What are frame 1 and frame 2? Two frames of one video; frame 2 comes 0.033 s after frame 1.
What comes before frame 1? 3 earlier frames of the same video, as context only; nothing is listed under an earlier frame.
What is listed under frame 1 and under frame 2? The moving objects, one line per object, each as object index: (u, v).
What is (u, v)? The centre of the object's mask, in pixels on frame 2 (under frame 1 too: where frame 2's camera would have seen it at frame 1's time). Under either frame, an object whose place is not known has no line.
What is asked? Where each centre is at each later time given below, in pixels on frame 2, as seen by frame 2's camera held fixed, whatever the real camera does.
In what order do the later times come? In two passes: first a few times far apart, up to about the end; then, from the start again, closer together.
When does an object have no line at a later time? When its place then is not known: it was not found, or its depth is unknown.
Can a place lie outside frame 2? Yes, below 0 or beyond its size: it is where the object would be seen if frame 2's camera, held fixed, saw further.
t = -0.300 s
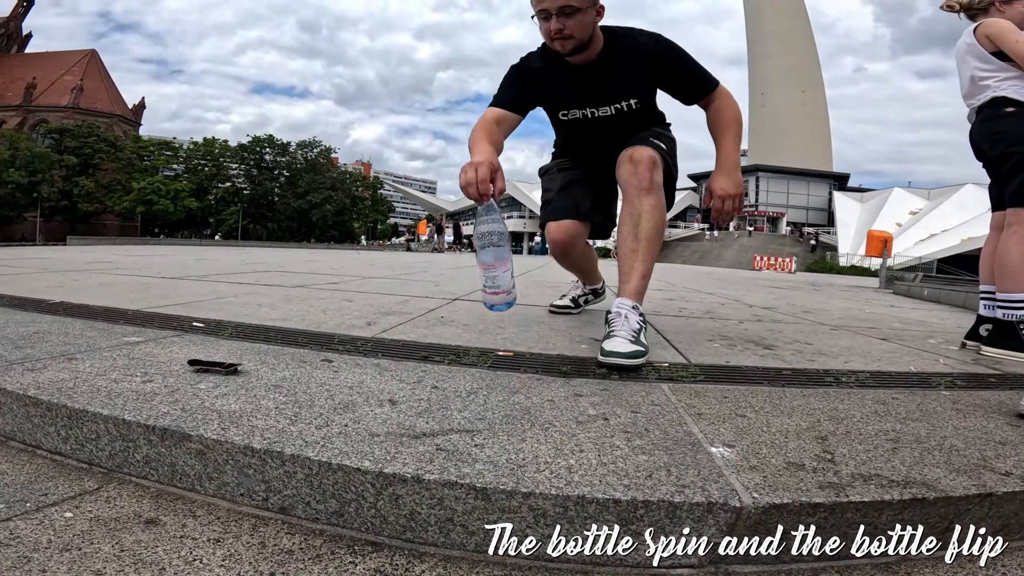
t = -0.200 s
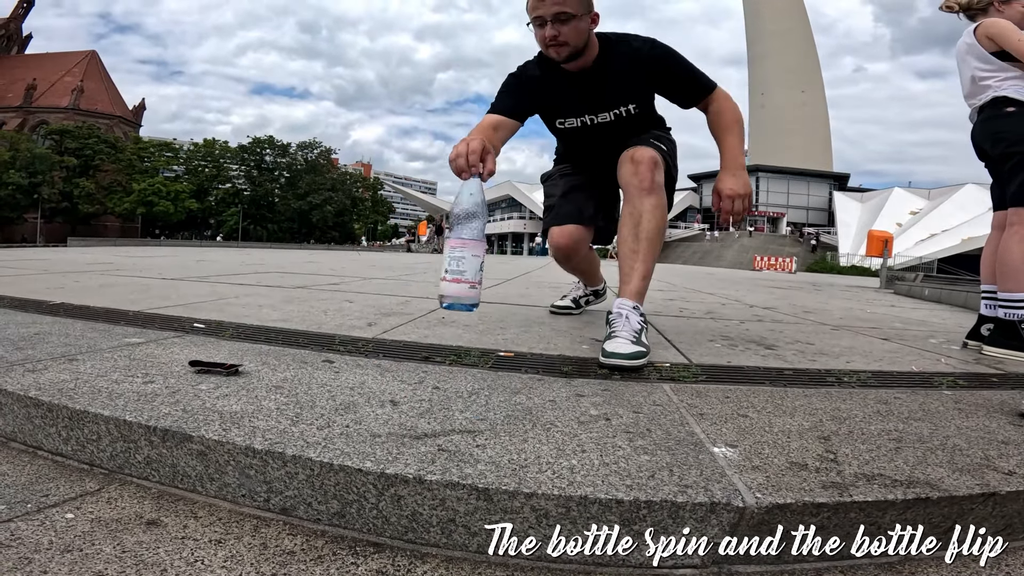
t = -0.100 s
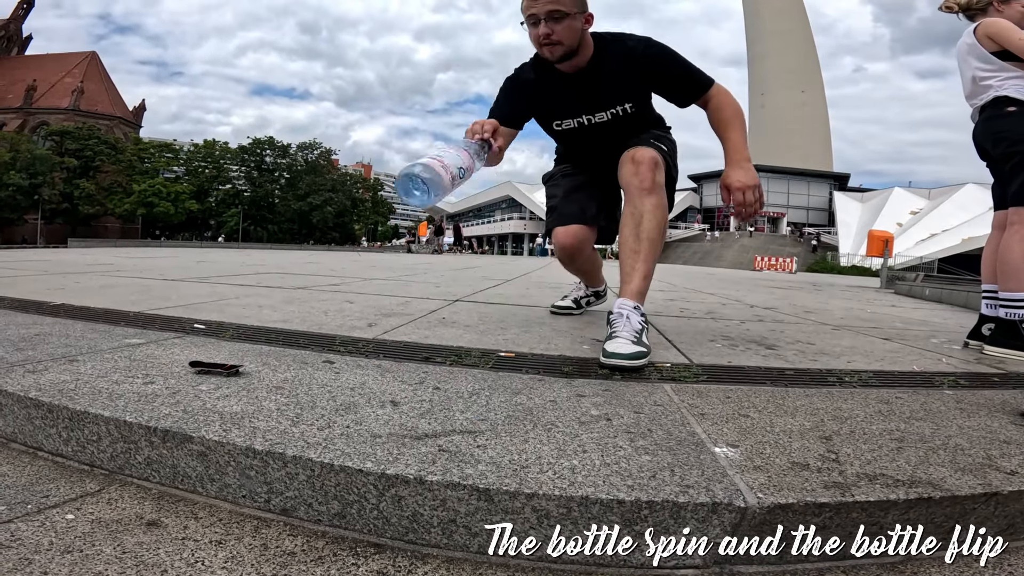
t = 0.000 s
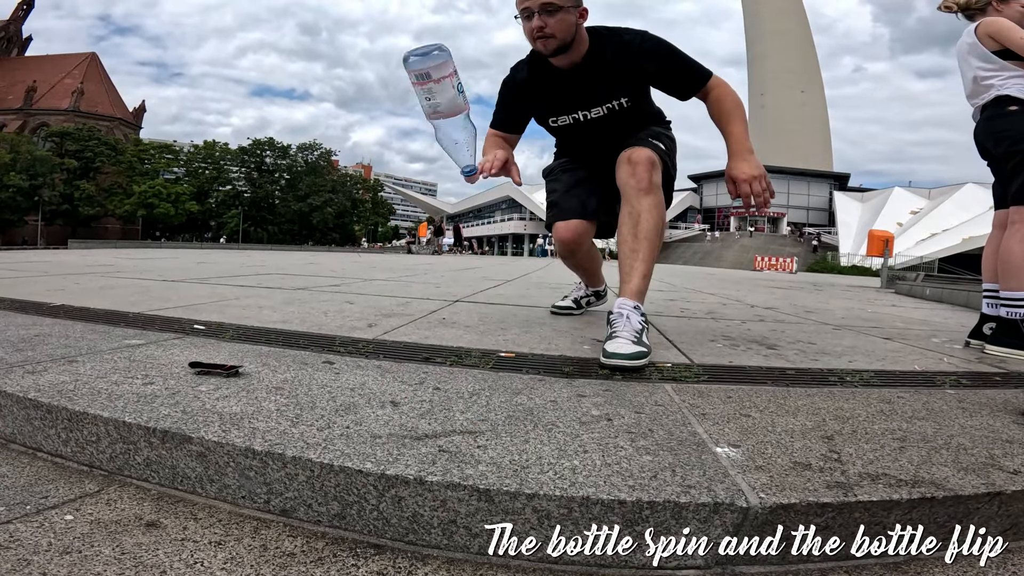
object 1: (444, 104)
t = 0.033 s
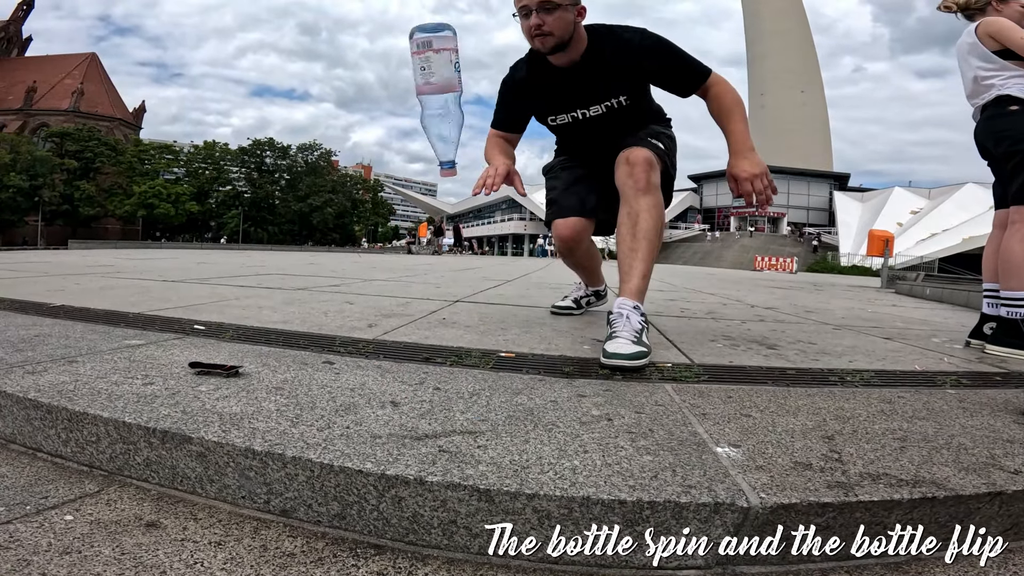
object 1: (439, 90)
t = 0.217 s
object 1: (420, 28)
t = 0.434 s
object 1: (377, 204)
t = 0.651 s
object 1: (375, 322)
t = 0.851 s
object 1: (362, 321)
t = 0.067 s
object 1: (430, 73)
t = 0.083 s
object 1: (425, 64)
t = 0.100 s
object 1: (420, 53)
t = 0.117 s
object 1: (415, 43)
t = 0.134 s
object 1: (411, 34)
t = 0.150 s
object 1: (407, 25)
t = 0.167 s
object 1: (407, 20)
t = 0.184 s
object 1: (416, 22)
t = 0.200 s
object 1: (419, 25)
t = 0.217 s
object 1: (420, 28)
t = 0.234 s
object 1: (419, 32)
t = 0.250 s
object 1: (416, 37)
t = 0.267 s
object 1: (413, 42)
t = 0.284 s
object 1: (410, 48)
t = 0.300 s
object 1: (406, 55)
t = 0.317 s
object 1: (402, 64)
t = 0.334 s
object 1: (397, 74)
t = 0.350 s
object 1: (393, 87)
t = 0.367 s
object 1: (390, 104)
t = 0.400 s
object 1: (384, 148)
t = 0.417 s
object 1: (380, 175)
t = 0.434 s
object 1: (377, 204)
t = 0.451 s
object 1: (374, 235)
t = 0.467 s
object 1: (371, 267)
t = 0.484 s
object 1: (369, 303)
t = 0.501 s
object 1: (369, 319)
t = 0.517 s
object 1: (371, 323)
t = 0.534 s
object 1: (372, 324)
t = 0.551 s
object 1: (373, 324)
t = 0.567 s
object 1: (374, 323)
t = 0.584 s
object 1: (375, 323)
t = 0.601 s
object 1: (375, 323)
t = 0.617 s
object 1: (375, 323)
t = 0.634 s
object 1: (375, 322)
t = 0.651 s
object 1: (375, 322)
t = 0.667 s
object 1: (374, 323)
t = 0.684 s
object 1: (374, 322)
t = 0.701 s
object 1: (373, 323)
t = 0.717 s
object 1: (373, 323)
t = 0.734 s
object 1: (372, 323)
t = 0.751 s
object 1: (371, 323)
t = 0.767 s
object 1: (370, 322)
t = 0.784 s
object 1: (368, 322)
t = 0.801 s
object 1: (367, 322)
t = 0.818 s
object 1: (365, 322)
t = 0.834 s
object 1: (364, 321)
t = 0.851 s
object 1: (362, 321)
